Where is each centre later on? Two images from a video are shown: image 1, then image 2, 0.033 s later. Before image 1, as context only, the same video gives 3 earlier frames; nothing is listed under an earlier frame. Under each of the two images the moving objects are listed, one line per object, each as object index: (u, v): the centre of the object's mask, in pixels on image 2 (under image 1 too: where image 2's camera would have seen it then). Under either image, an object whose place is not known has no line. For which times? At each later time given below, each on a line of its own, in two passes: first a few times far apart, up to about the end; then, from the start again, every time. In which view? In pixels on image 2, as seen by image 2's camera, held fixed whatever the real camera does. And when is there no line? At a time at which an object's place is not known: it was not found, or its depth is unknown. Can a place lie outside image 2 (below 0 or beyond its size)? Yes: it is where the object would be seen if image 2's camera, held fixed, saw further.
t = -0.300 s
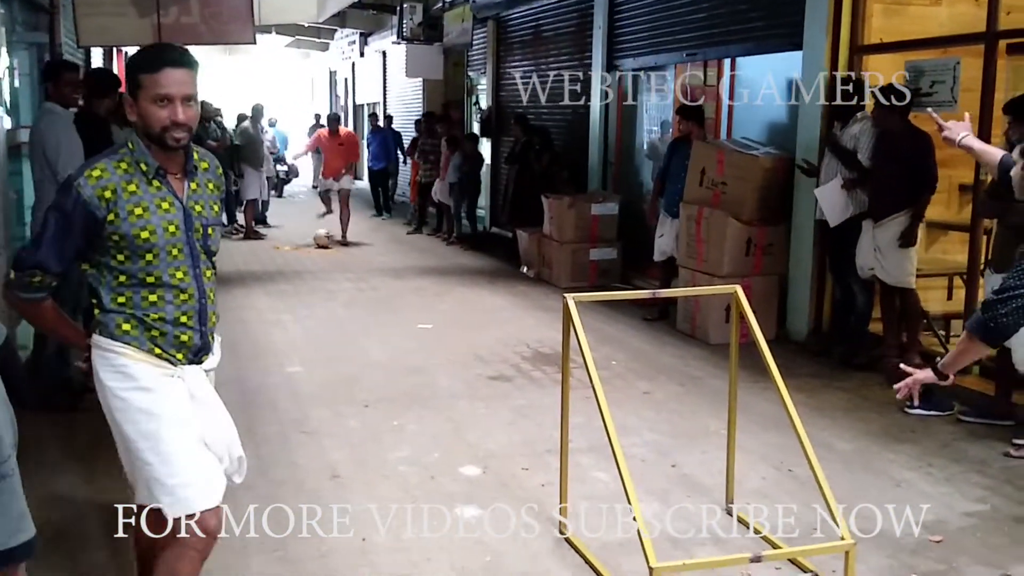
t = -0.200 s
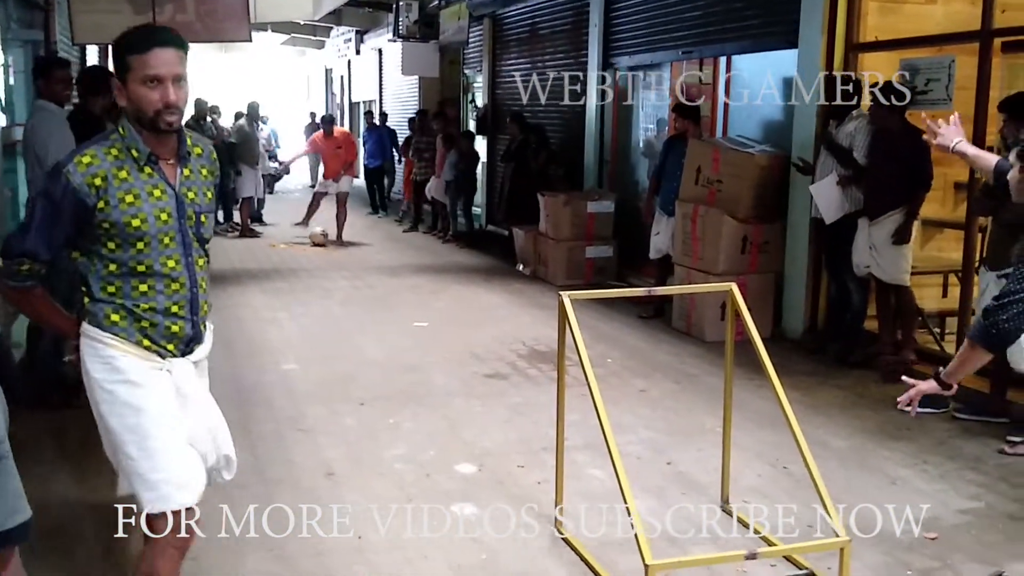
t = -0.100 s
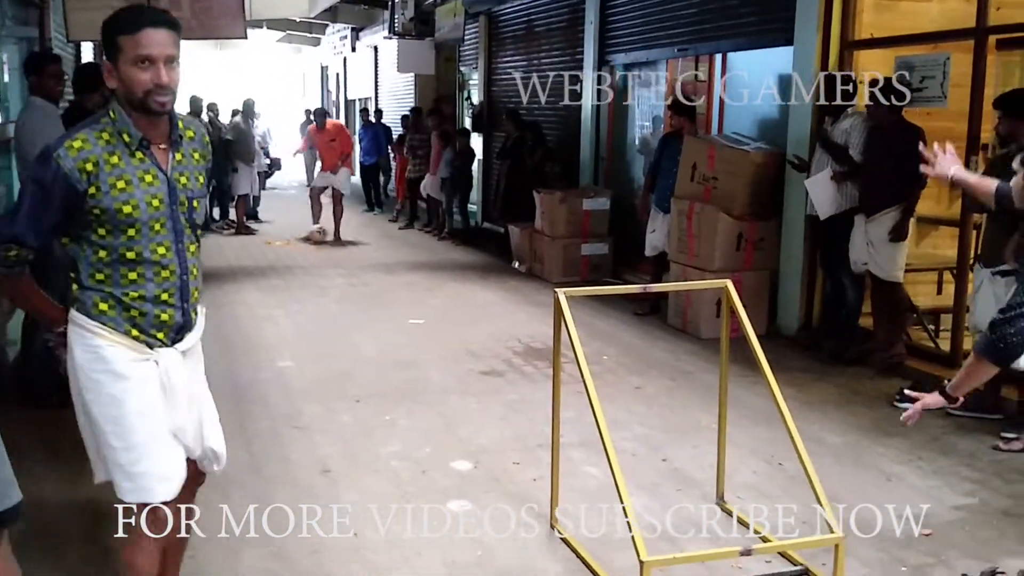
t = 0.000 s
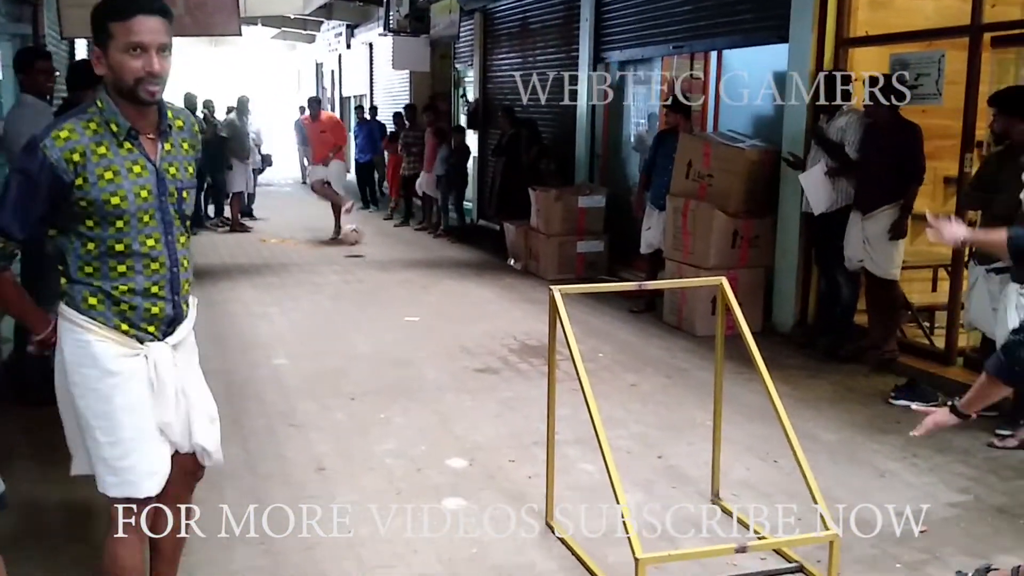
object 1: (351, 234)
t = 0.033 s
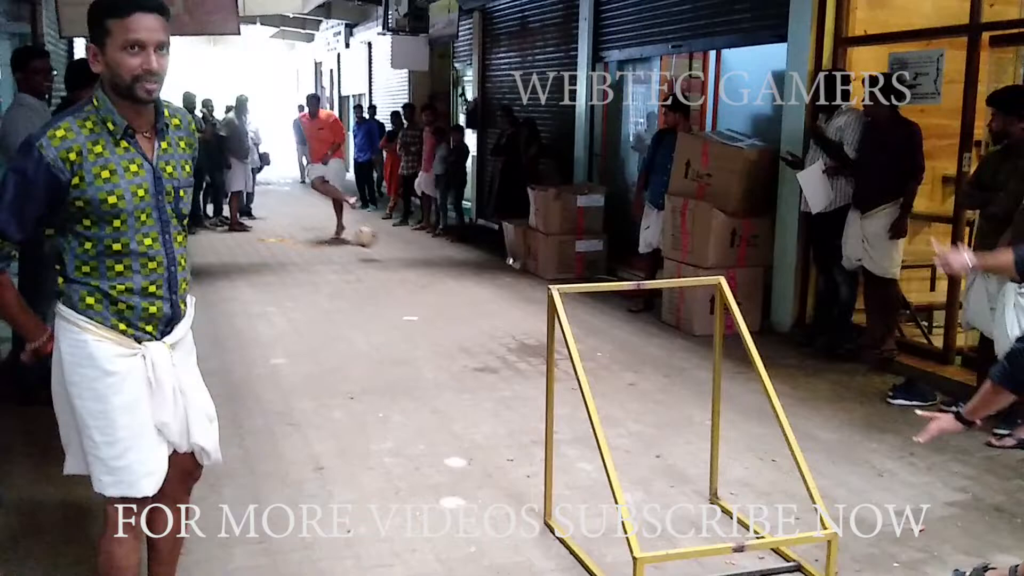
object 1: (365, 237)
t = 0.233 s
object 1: (462, 279)
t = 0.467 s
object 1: (593, 337)
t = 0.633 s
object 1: (694, 383)
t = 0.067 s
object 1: (379, 242)
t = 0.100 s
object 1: (395, 248)
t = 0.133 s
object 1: (412, 255)
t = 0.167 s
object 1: (429, 267)
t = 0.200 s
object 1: (447, 276)
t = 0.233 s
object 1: (462, 279)
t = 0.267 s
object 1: (478, 281)
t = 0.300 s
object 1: (494, 284)
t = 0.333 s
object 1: (511, 290)
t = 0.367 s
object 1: (530, 299)
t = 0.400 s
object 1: (541, 307)
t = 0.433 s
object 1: (577, 323)
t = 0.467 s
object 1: (593, 337)
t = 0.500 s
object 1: (612, 345)
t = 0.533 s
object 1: (632, 354)
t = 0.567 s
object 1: (654, 365)
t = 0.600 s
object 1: (675, 375)
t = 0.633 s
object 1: (694, 383)
